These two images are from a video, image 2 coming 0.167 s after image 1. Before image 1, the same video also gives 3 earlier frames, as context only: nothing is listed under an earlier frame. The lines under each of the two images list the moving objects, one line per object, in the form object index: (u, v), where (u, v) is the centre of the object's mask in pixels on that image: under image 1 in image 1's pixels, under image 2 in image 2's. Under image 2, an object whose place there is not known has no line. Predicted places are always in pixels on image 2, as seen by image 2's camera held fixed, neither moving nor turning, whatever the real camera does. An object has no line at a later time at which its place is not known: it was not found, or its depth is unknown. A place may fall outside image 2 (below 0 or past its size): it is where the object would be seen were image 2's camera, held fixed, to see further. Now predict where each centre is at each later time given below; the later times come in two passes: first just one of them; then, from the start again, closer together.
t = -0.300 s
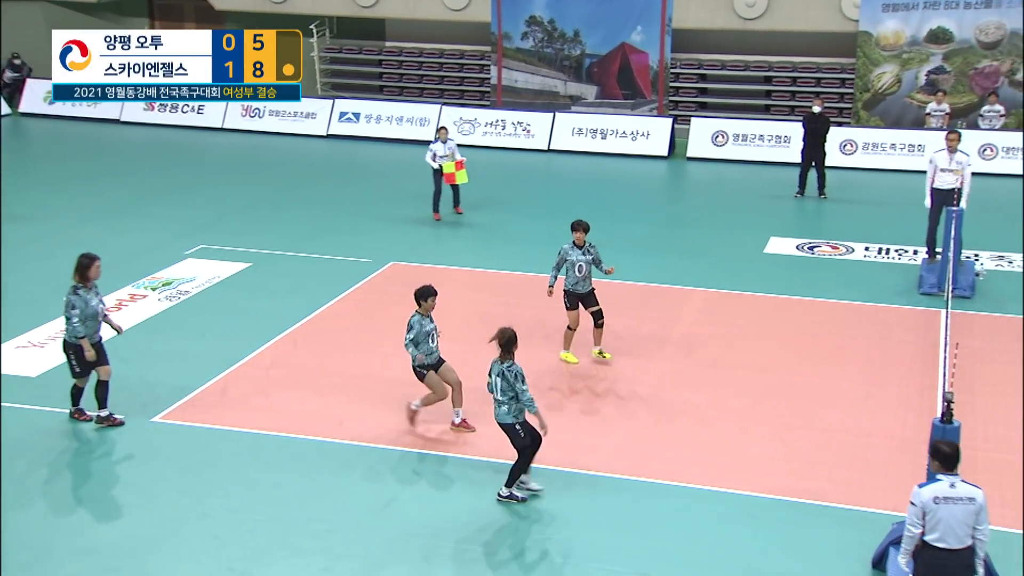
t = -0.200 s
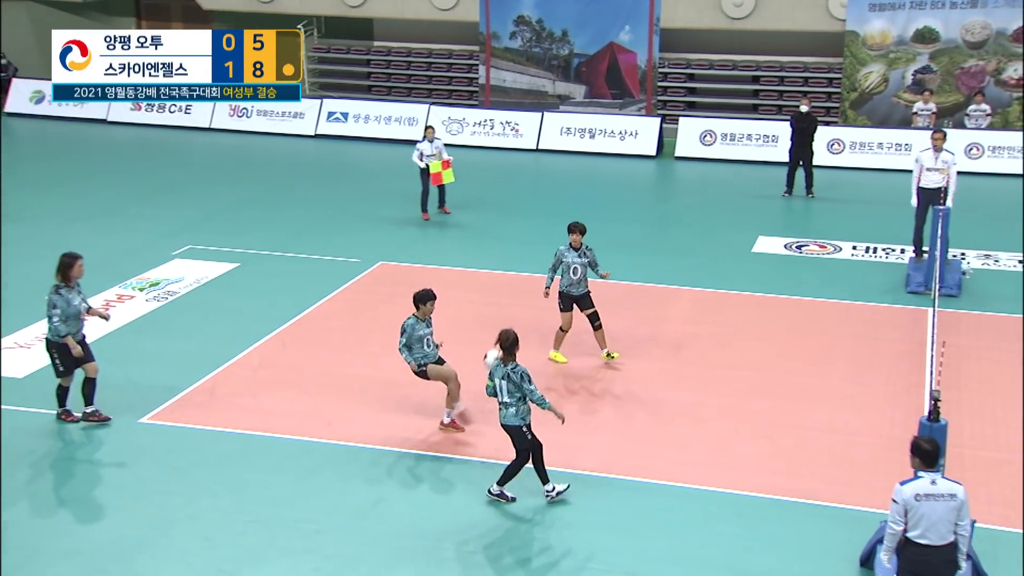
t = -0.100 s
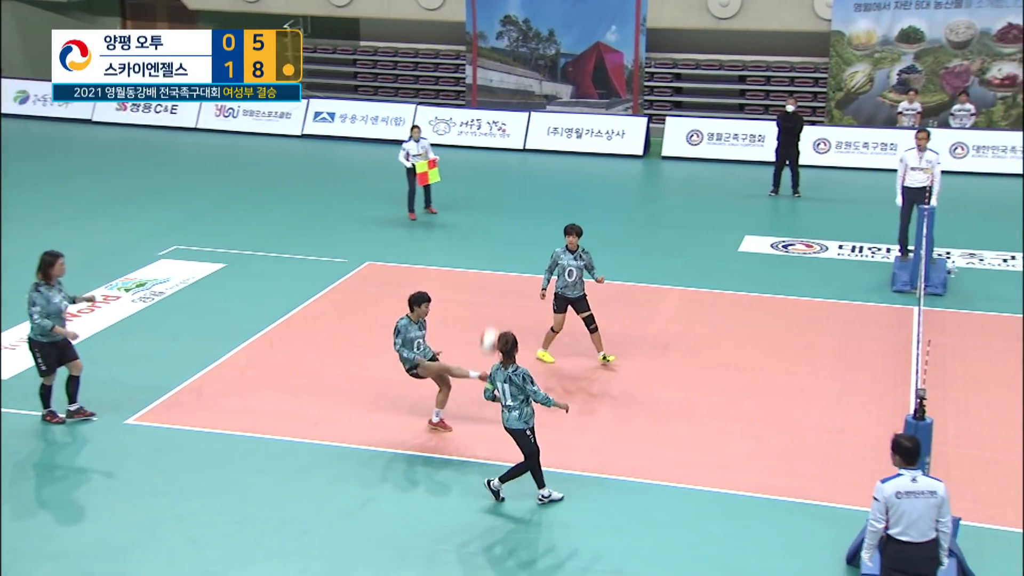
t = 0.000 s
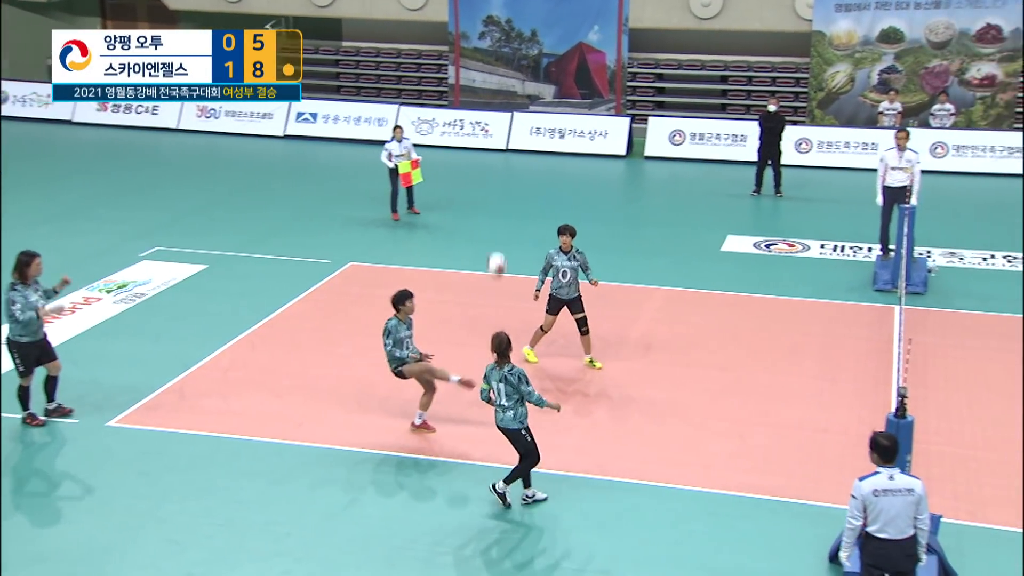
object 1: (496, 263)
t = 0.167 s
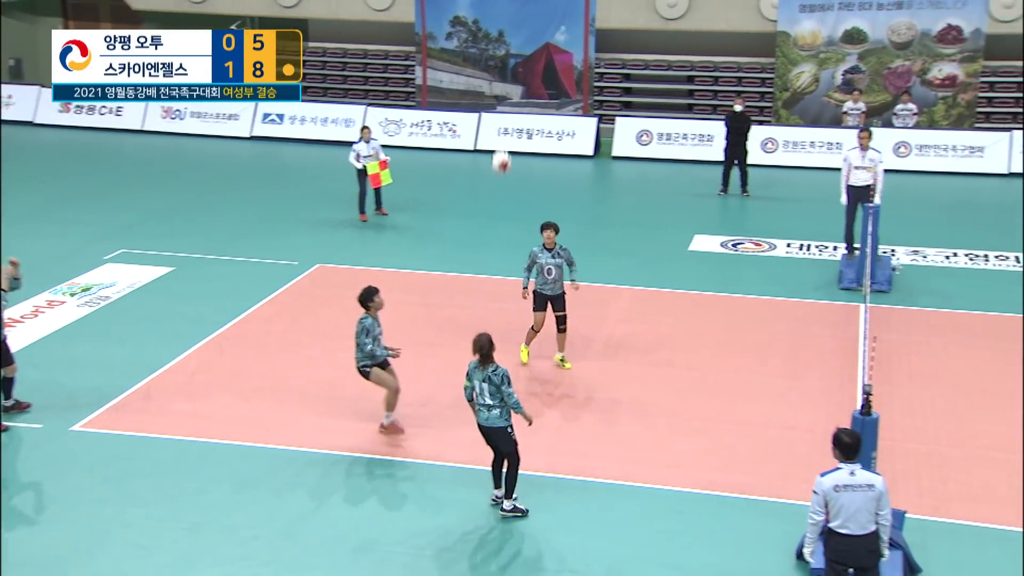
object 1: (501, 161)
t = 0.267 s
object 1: (520, 113)
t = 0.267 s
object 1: (520, 113)
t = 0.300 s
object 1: (525, 99)
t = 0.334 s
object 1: (531, 87)
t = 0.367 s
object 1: (537, 76)
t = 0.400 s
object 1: (543, 66)
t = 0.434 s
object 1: (549, 57)
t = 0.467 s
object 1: (555, 49)
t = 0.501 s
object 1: (560, 41)
